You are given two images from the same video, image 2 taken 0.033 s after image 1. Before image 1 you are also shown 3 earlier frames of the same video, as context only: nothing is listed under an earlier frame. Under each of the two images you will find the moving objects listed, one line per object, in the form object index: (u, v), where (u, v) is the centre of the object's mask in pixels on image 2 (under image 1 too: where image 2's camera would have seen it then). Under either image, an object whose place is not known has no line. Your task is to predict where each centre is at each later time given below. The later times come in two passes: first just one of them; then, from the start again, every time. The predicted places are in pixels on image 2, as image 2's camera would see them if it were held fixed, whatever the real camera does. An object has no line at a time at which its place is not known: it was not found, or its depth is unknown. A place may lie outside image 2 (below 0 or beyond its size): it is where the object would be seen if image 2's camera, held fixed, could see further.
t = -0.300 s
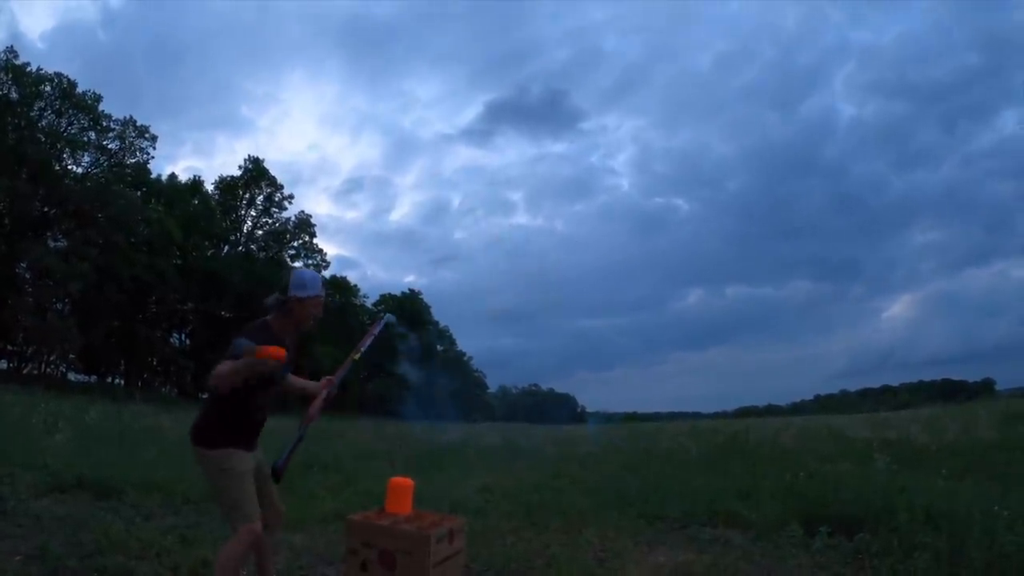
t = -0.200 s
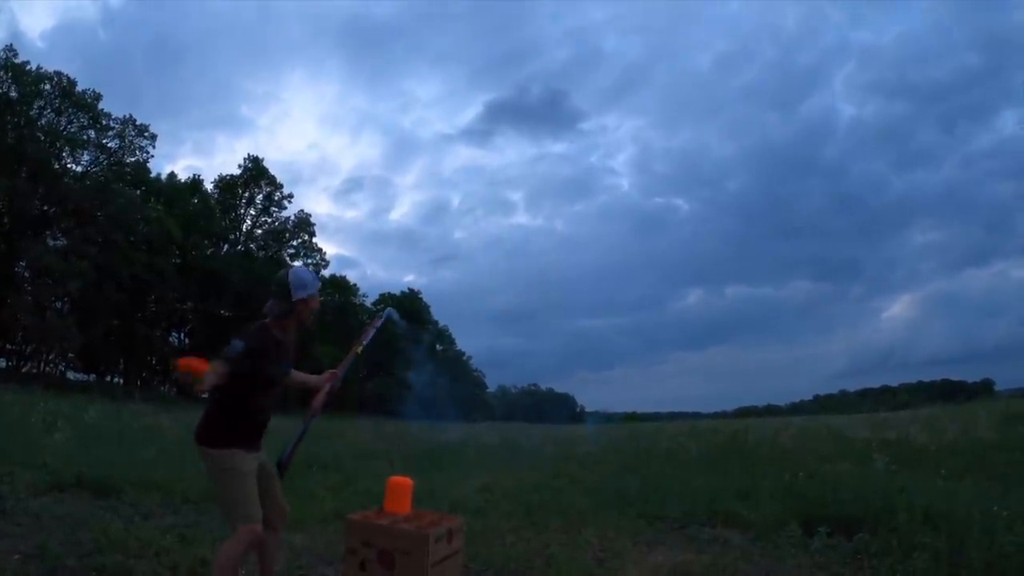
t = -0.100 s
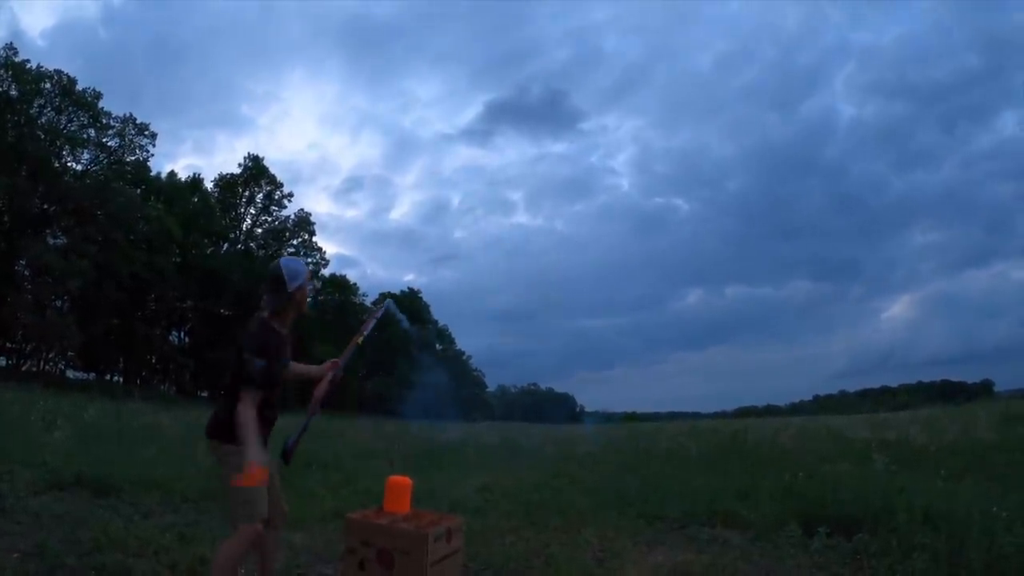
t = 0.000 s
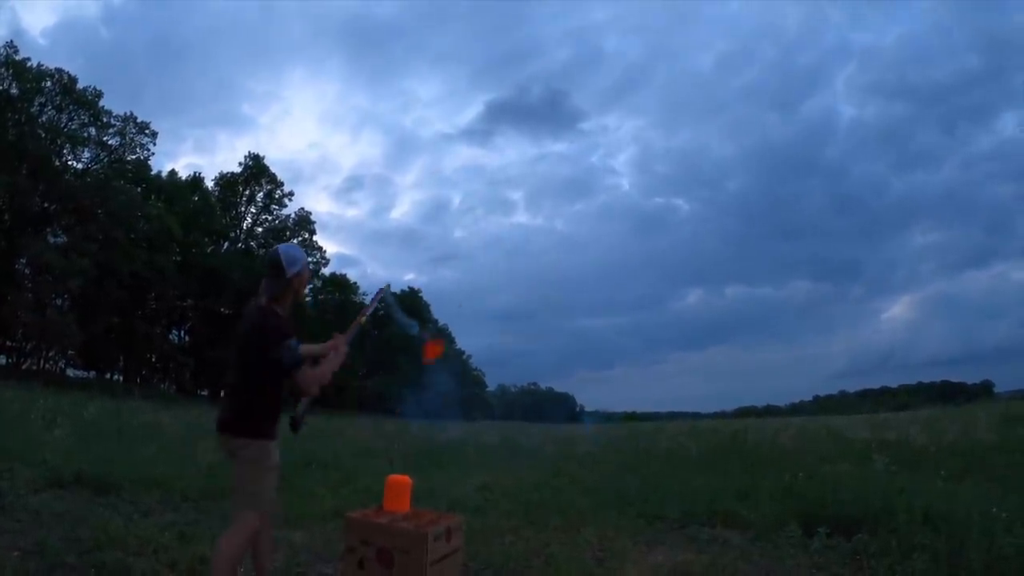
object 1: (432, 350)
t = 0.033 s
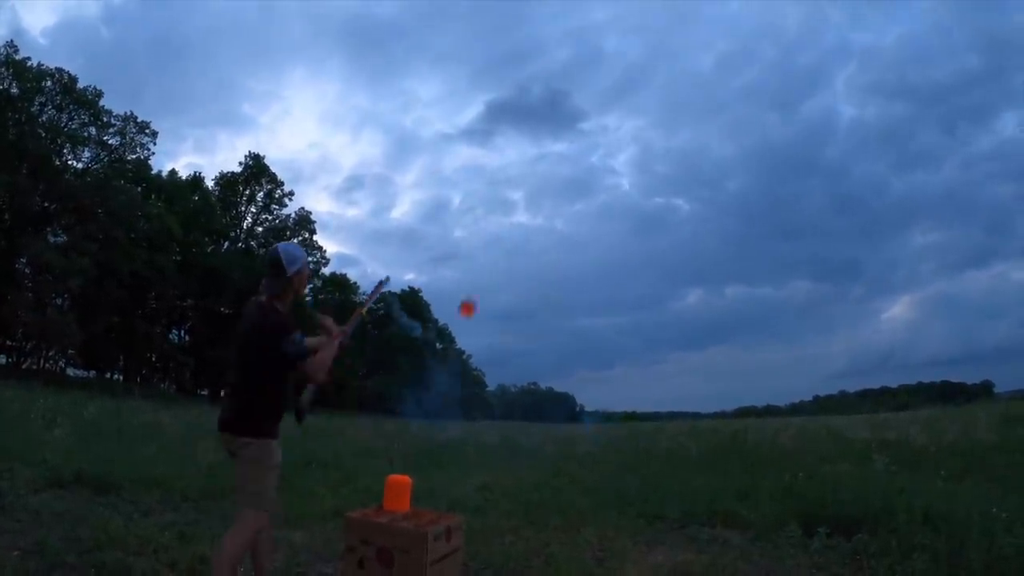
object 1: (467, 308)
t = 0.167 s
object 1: (547, 223)
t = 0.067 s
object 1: (494, 277)
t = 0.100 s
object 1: (515, 254)
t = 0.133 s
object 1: (532, 237)
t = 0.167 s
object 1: (547, 223)
